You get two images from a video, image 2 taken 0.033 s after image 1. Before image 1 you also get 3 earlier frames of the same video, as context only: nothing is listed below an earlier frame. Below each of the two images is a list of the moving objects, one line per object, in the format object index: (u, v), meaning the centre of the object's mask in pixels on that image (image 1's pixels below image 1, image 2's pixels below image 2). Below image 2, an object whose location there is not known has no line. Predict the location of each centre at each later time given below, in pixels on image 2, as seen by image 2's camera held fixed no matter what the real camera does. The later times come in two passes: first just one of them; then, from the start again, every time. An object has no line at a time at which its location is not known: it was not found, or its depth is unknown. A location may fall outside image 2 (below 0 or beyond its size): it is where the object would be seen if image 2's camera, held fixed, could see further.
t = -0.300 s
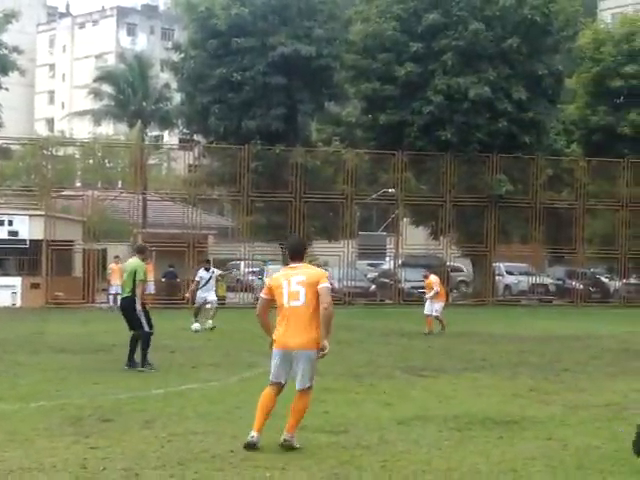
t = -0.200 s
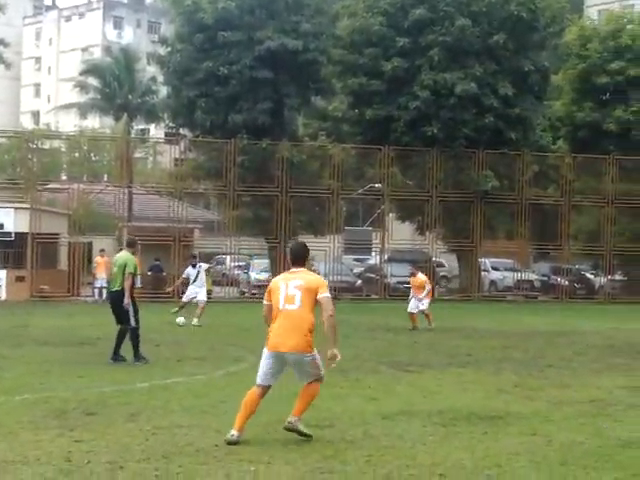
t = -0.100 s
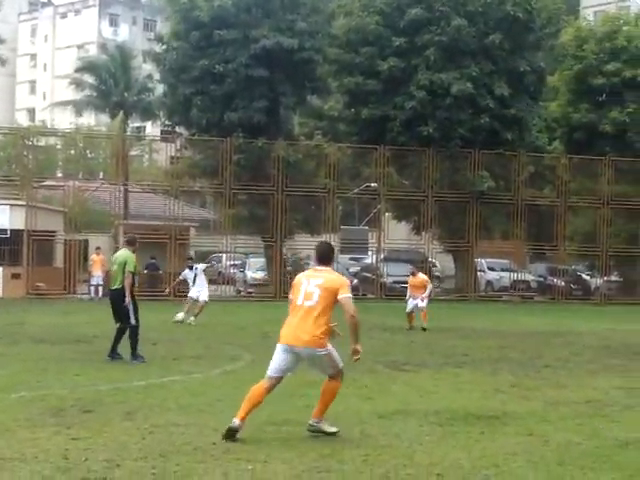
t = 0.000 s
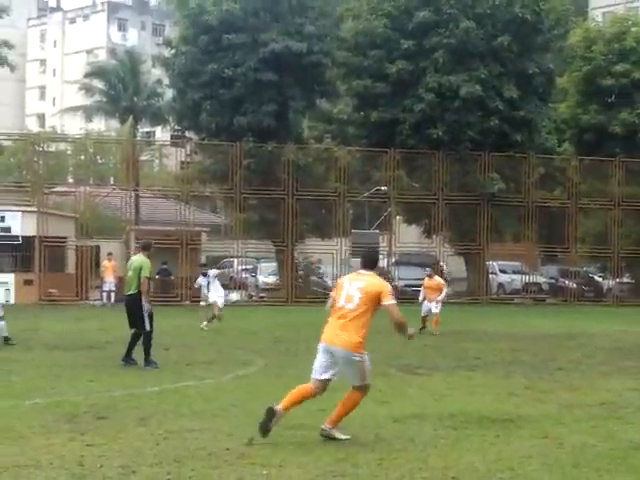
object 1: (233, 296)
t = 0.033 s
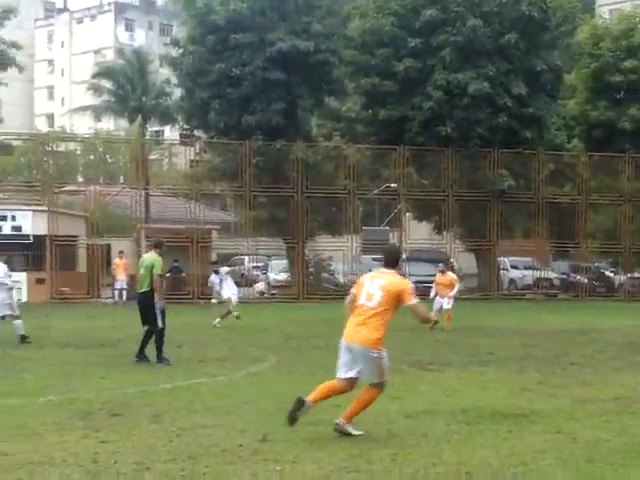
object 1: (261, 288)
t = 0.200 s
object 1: (337, 251)
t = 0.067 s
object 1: (282, 278)
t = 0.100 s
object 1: (288, 274)
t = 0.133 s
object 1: (303, 266)
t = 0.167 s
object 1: (320, 258)
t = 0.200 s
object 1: (337, 251)
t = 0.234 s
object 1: (356, 244)
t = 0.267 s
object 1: (373, 238)
